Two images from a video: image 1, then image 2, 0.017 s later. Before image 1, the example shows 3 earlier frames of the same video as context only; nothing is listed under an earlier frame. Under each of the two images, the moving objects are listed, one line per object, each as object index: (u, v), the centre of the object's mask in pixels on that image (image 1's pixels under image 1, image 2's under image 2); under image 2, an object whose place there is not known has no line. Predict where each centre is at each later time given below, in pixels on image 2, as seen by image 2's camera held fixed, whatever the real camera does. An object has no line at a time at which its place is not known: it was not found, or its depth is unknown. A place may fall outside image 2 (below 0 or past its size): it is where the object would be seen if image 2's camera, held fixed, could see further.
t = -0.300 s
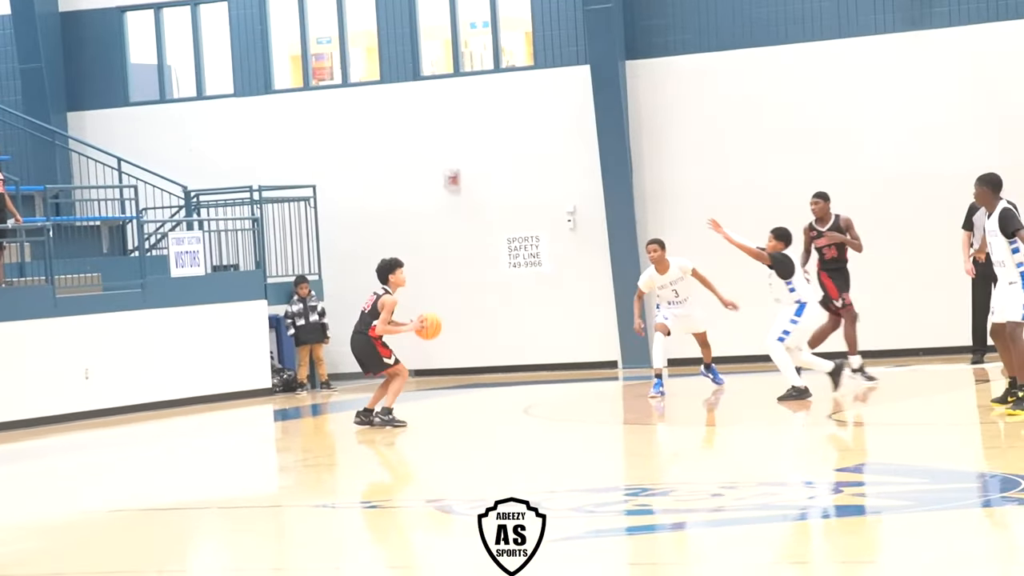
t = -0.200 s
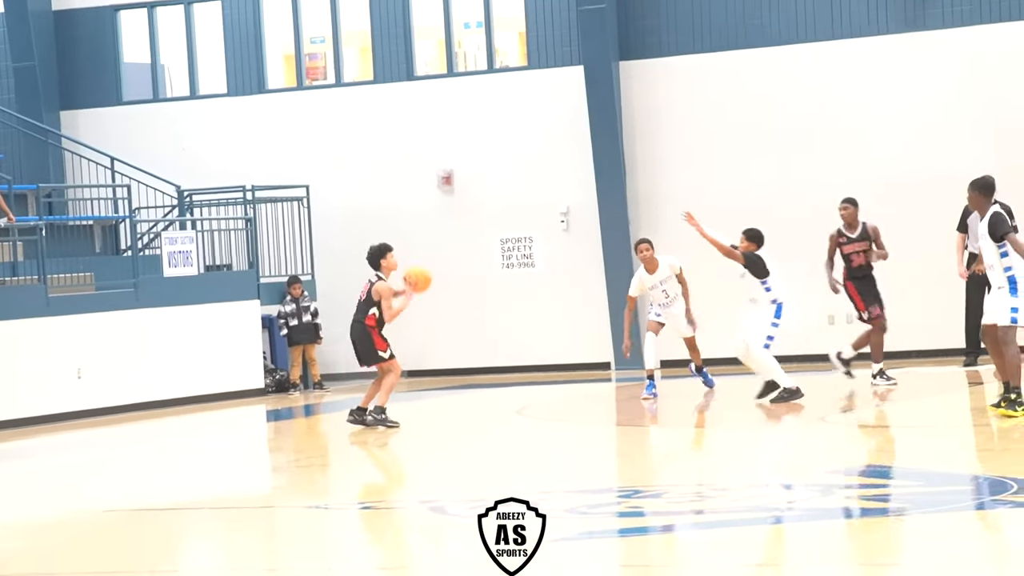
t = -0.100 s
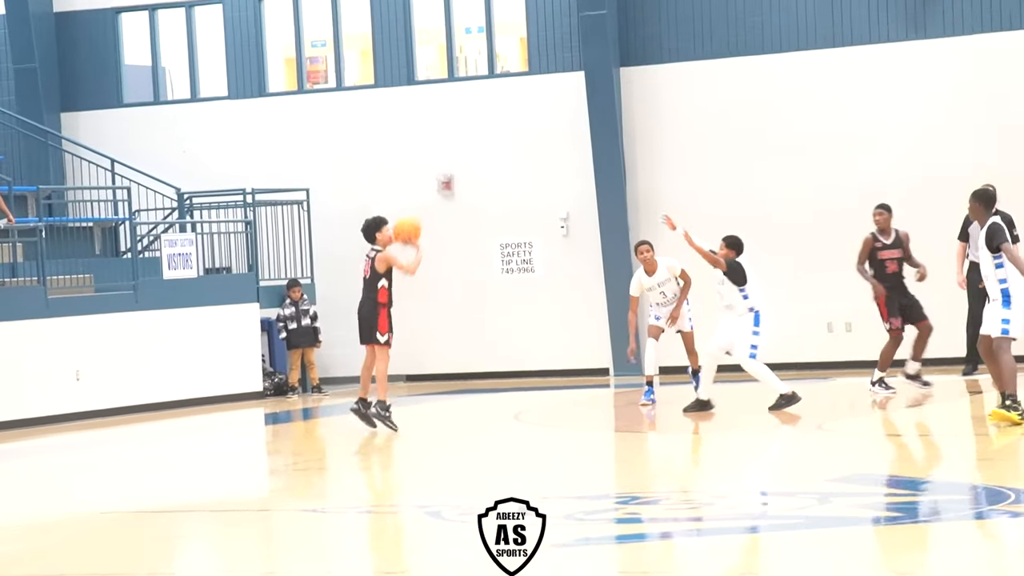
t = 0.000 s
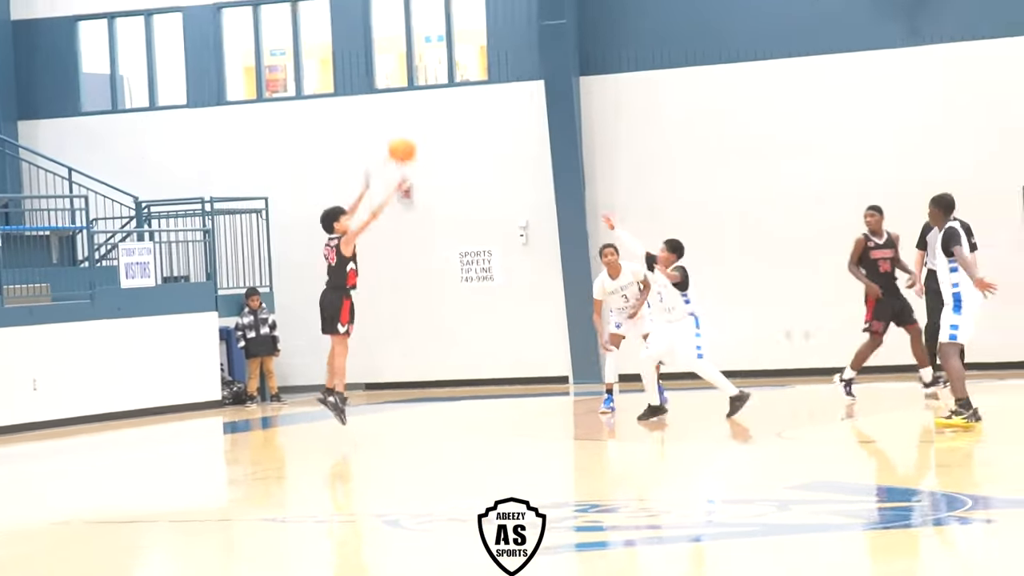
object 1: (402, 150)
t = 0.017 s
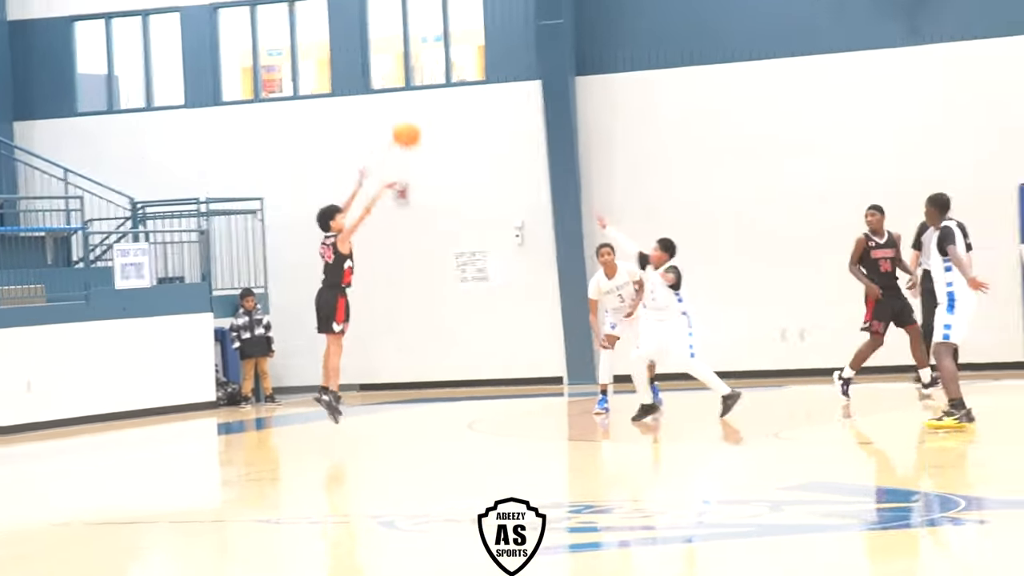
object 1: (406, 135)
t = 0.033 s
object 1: (413, 119)
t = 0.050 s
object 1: (422, 102)
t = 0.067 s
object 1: (431, 87)
